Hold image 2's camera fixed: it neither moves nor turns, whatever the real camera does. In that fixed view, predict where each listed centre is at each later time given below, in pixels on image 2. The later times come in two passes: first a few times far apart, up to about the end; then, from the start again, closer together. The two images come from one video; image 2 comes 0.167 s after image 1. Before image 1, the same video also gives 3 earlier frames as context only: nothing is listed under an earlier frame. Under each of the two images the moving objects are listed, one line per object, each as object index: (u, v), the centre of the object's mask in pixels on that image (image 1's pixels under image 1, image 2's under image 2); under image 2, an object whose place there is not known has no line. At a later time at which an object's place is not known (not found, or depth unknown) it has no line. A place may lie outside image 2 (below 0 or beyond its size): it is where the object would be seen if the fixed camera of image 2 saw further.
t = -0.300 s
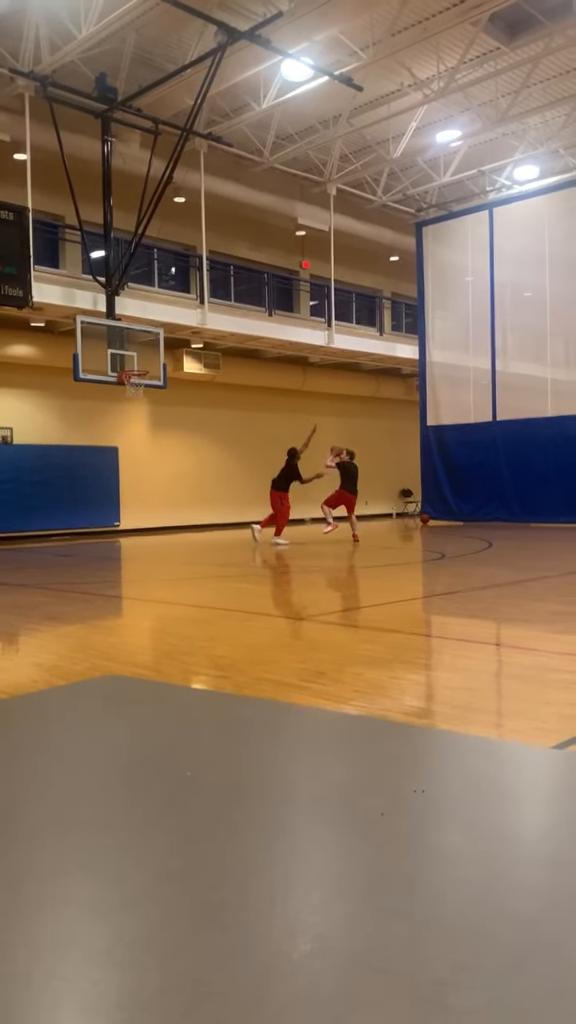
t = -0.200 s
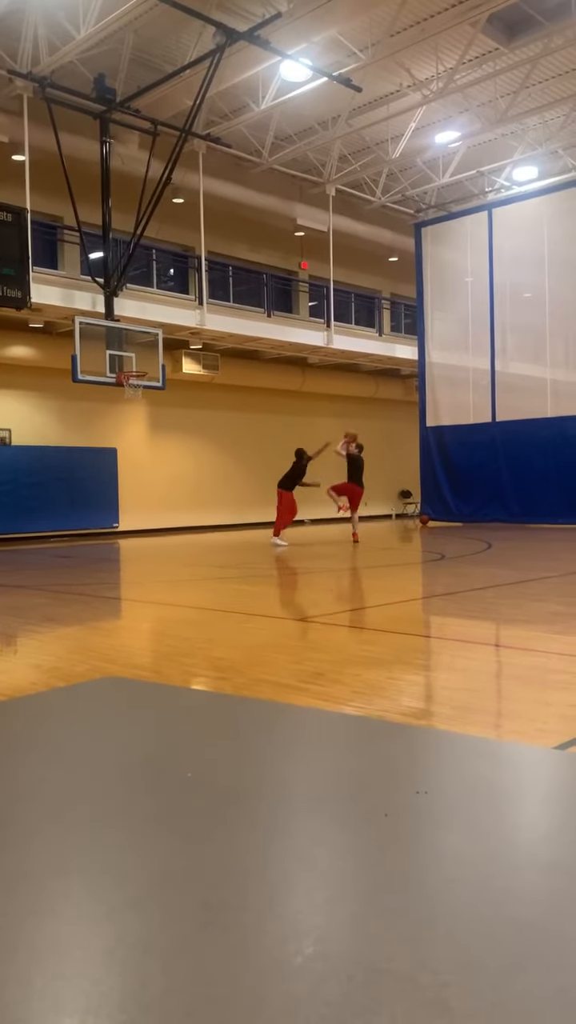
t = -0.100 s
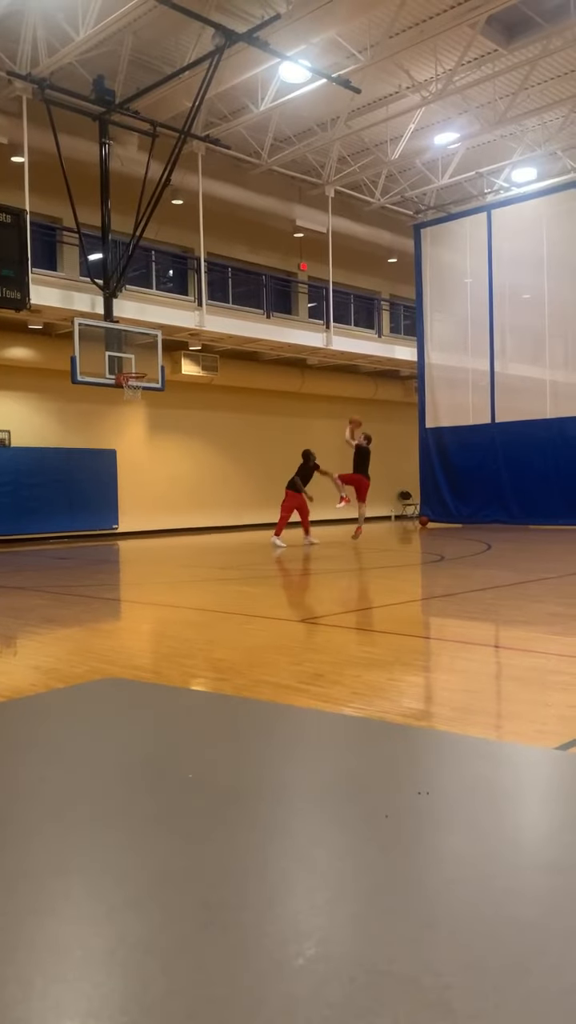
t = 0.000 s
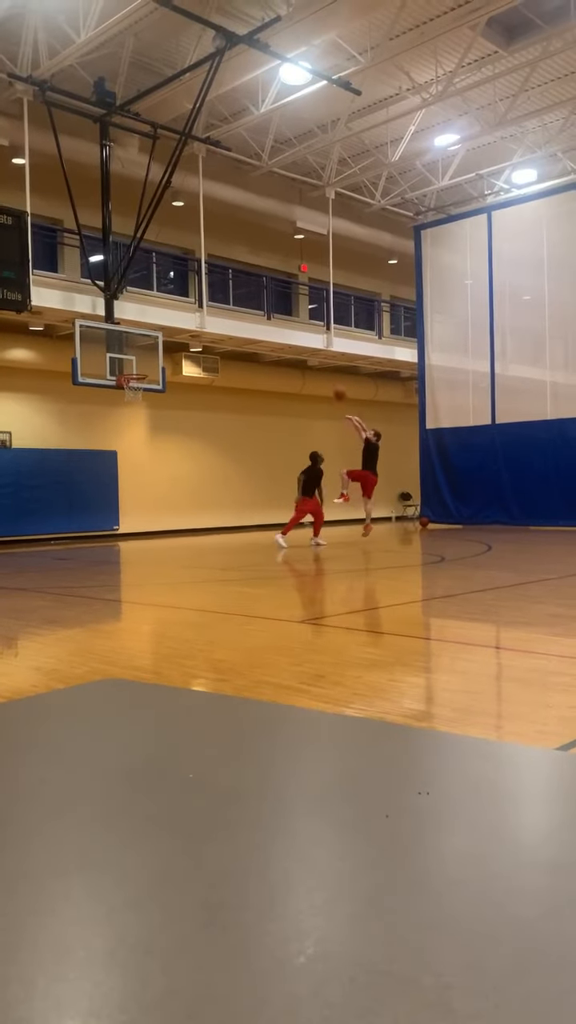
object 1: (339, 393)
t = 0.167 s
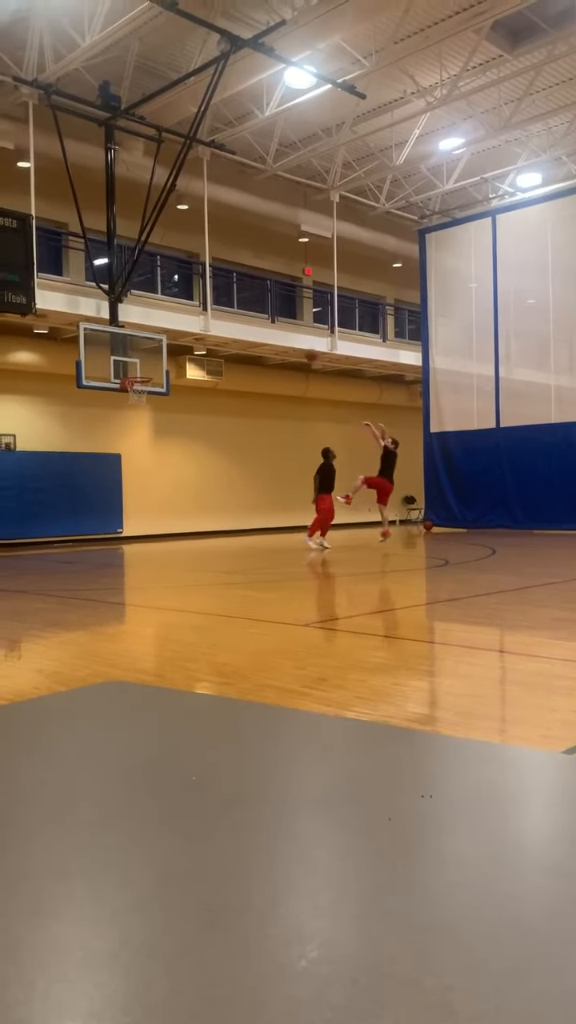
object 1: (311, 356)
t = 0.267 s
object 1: (291, 337)
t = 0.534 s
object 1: (240, 318)
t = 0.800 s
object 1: (192, 338)
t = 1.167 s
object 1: (178, 372)
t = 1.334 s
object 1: (202, 378)
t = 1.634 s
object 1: (240, 425)
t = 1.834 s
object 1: (263, 477)
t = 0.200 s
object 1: (304, 348)
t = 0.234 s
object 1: (297, 342)
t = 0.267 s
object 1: (291, 337)
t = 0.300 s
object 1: (284, 334)
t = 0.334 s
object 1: (278, 329)
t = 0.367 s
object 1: (272, 326)
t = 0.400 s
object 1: (266, 323)
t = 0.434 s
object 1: (259, 321)
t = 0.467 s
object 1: (252, 320)
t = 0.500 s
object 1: (246, 319)
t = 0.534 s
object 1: (240, 318)
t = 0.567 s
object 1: (234, 318)
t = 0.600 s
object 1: (228, 320)
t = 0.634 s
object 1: (221, 321)
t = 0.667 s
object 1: (215, 323)
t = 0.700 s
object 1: (209, 326)
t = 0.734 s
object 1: (203, 329)
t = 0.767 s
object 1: (198, 333)
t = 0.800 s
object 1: (192, 338)
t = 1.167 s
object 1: (178, 372)
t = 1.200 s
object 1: (183, 370)
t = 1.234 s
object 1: (187, 371)
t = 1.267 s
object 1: (193, 373)
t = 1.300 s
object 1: (198, 374)
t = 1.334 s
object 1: (202, 378)
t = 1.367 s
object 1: (207, 381)
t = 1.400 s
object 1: (211, 384)
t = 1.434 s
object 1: (216, 389)
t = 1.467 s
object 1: (219, 393)
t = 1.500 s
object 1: (223, 400)
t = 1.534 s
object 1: (227, 405)
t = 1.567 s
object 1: (232, 411)
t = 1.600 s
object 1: (236, 418)
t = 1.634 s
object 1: (240, 425)
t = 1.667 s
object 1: (244, 432)
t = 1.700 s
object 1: (248, 440)
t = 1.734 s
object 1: (252, 449)
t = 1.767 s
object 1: (255, 458)
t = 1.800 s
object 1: (259, 467)
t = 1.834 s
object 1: (263, 477)
